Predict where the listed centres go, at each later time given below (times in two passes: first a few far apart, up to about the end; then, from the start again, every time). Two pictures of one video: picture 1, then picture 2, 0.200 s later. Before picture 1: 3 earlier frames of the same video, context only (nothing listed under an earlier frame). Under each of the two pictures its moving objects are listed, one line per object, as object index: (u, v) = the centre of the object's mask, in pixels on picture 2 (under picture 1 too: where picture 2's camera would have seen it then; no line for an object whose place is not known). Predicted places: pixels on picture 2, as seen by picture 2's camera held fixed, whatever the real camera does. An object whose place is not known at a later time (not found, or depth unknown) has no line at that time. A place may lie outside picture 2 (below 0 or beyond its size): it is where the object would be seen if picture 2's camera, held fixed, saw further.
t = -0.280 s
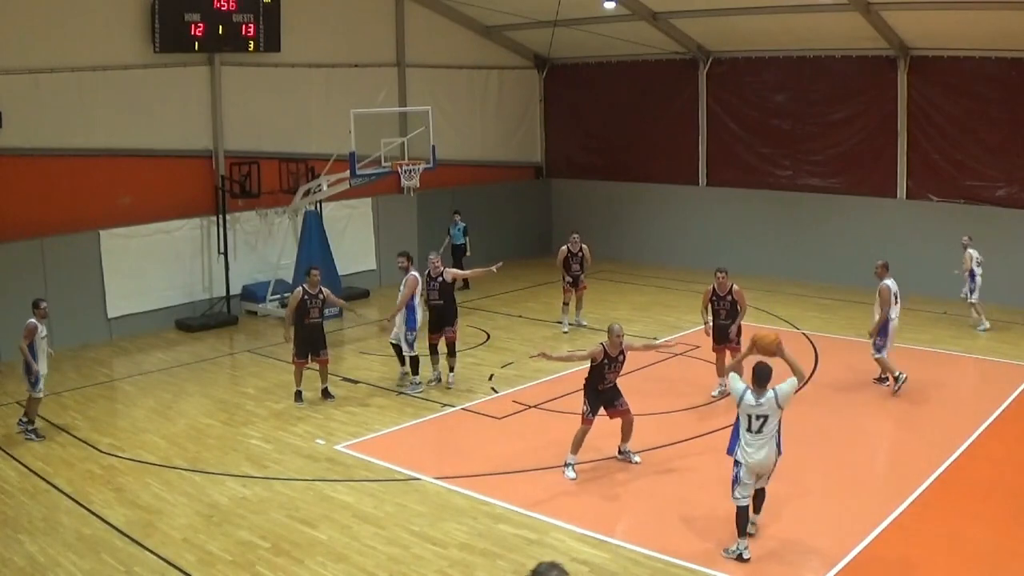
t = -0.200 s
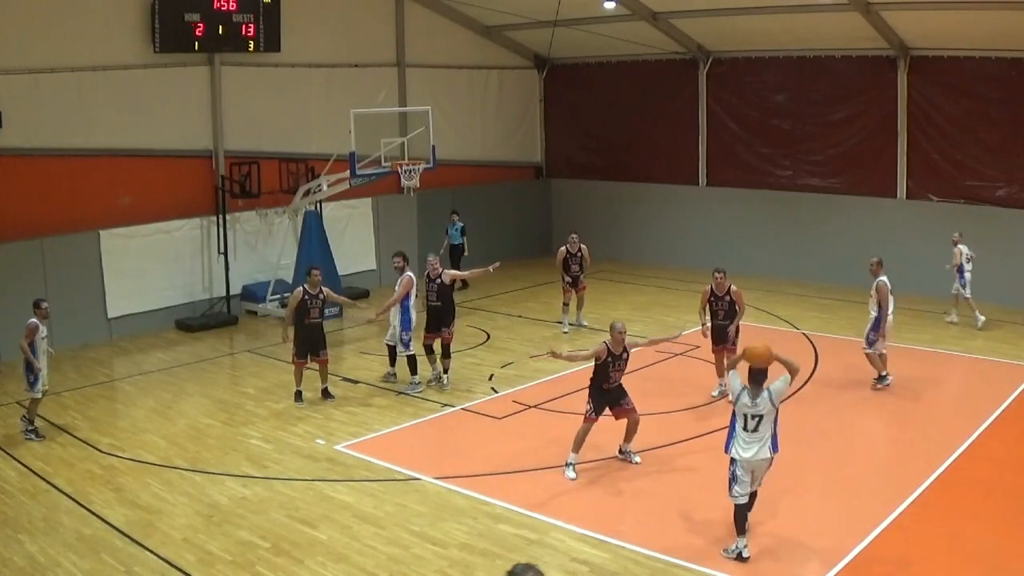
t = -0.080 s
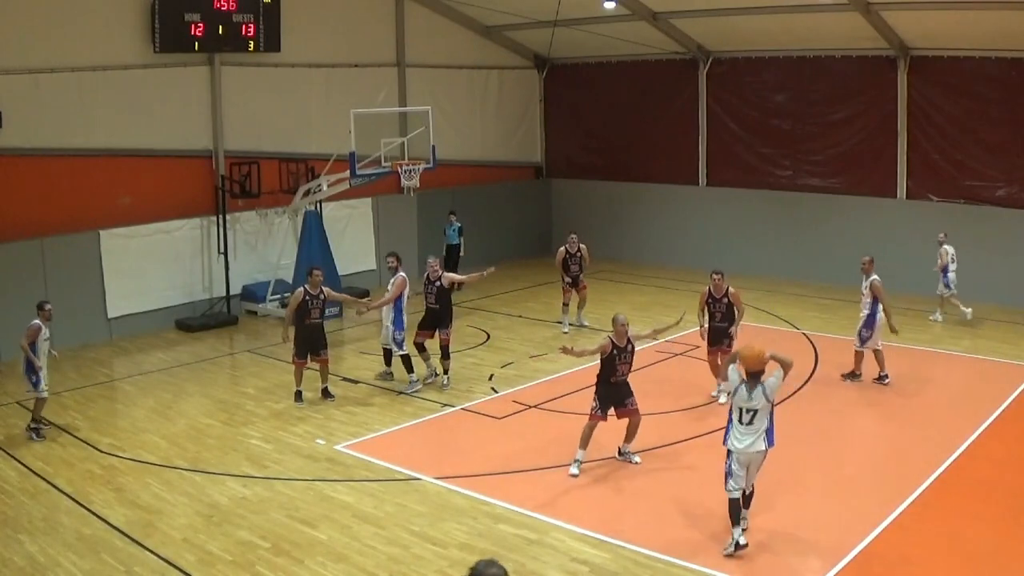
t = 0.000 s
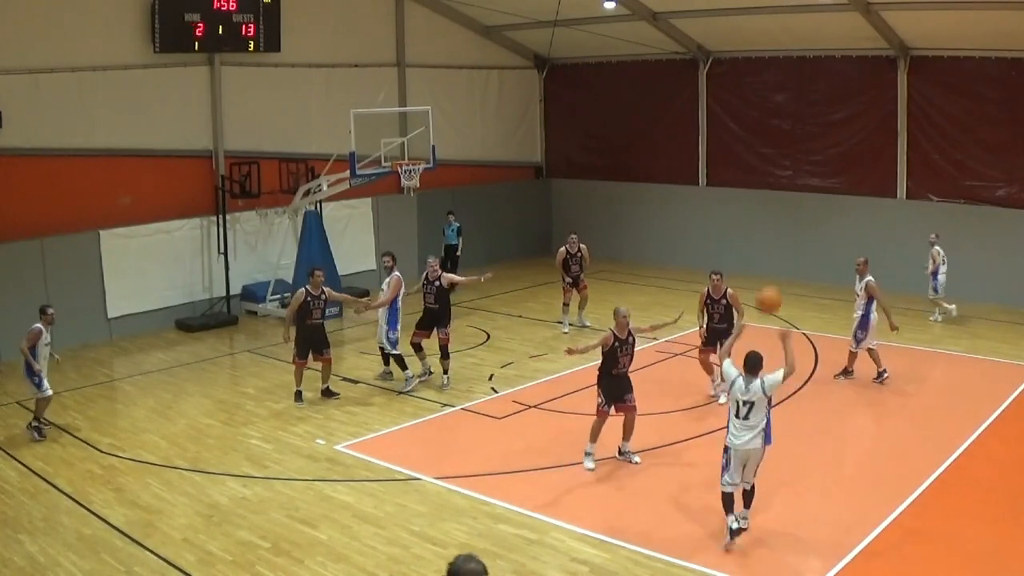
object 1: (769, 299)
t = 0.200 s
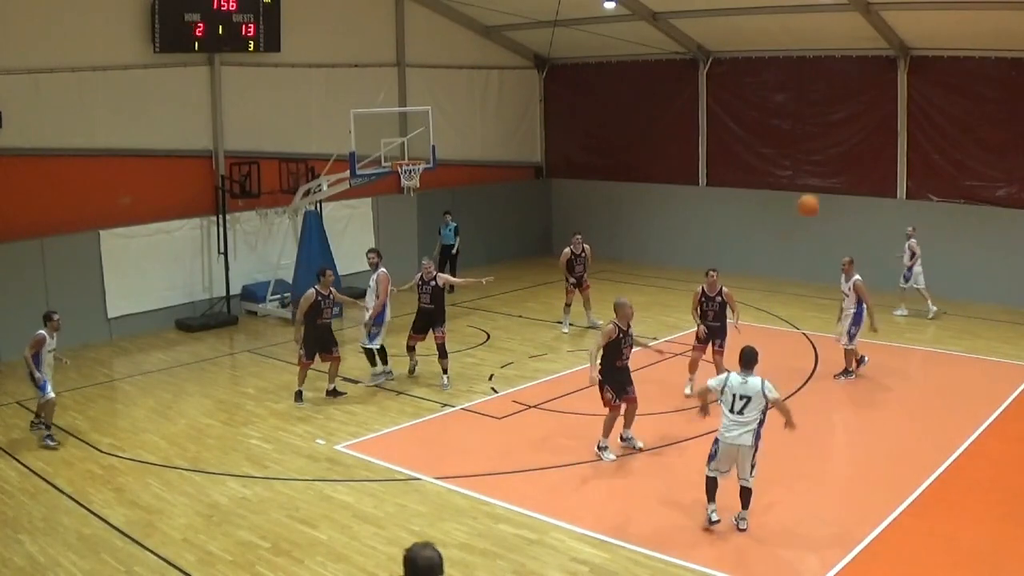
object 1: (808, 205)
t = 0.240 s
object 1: (815, 194)
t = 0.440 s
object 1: (841, 165)
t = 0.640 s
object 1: (861, 169)
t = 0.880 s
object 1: (880, 202)
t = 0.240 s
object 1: (815, 194)
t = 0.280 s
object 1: (820, 184)
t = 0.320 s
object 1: (826, 178)
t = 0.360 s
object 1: (831, 172)
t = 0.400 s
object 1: (836, 168)
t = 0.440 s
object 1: (841, 165)
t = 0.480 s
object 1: (845, 163)
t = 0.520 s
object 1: (849, 163)
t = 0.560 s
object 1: (854, 164)
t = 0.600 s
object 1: (858, 166)
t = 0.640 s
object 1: (861, 169)
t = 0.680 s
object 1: (865, 173)
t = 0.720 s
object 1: (868, 178)
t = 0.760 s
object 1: (871, 183)
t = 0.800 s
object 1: (874, 188)
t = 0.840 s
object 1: (877, 195)
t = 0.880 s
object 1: (880, 202)
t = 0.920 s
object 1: (883, 209)
